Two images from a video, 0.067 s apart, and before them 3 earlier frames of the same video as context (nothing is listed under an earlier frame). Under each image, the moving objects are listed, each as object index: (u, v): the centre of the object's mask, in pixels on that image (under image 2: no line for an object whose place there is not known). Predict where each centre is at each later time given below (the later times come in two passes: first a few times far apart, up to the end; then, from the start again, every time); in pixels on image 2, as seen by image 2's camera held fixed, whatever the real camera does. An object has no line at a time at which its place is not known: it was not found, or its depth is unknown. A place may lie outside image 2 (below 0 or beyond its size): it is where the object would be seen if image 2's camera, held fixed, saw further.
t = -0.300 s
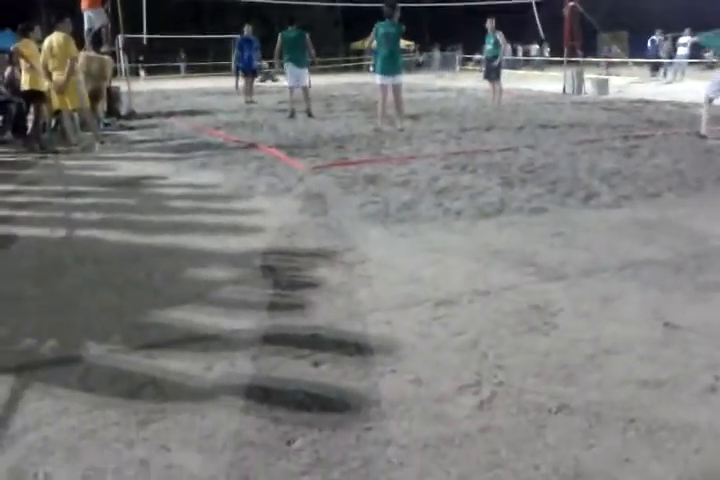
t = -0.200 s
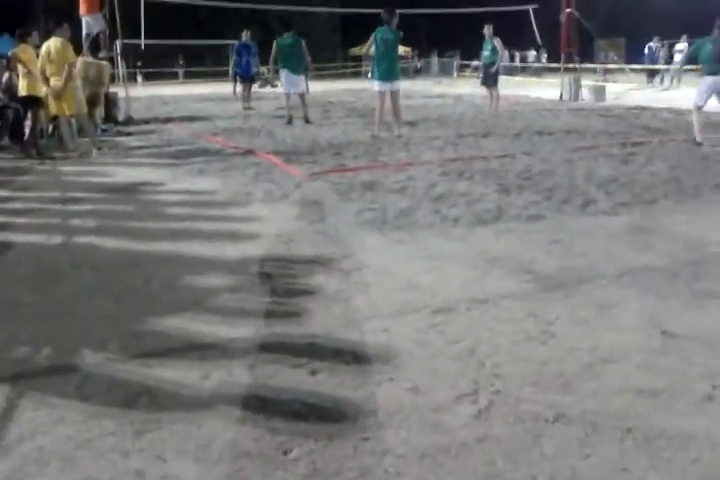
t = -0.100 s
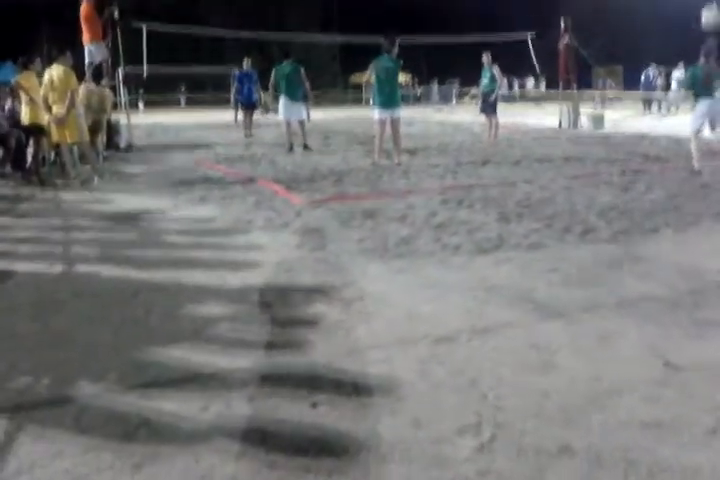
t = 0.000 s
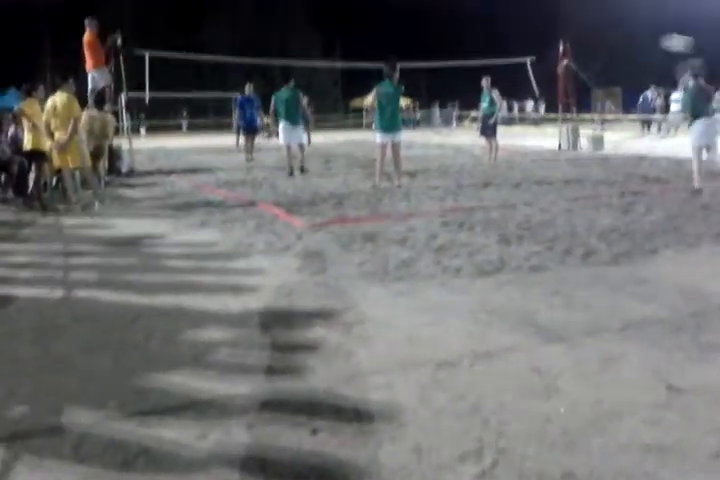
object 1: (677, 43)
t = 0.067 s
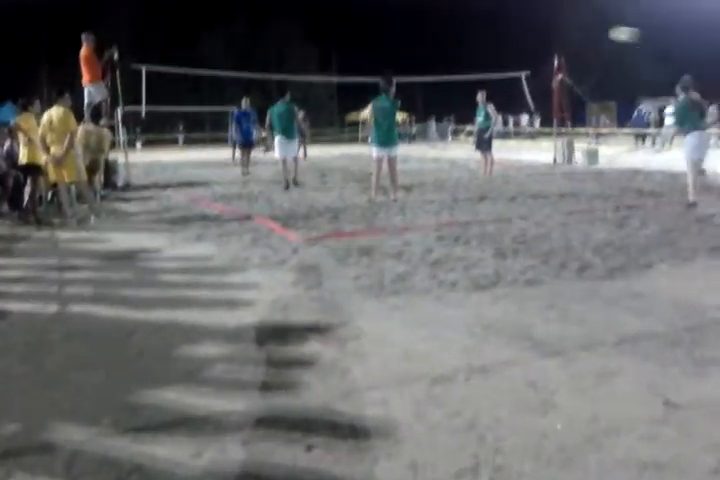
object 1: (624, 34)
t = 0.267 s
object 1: (512, -3)
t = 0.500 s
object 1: (423, -6)
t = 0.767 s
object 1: (355, 23)
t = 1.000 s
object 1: (313, 61)
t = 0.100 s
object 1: (602, 24)
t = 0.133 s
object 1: (583, 16)
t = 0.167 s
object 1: (564, 10)
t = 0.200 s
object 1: (544, 4)
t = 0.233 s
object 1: (528, 0)
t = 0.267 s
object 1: (512, -3)
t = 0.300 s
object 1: (497, -5)
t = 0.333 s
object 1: (483, -8)
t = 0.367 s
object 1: (470, -9)
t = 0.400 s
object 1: (457, -9)
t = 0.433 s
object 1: (445, -8)
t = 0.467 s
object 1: (434, -8)
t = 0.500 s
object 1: (423, -6)
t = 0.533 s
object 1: (413, -4)
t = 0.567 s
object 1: (403, -2)
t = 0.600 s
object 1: (394, 1)
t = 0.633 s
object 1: (386, 5)
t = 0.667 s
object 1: (378, 9)
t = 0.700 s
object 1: (370, 13)
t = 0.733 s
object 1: (363, 18)
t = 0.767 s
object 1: (355, 23)
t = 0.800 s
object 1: (349, 27)
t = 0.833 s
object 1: (342, 32)
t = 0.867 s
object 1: (336, 38)
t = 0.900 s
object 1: (330, 44)
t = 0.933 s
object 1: (324, 50)
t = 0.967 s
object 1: (319, 56)
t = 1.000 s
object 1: (313, 61)
